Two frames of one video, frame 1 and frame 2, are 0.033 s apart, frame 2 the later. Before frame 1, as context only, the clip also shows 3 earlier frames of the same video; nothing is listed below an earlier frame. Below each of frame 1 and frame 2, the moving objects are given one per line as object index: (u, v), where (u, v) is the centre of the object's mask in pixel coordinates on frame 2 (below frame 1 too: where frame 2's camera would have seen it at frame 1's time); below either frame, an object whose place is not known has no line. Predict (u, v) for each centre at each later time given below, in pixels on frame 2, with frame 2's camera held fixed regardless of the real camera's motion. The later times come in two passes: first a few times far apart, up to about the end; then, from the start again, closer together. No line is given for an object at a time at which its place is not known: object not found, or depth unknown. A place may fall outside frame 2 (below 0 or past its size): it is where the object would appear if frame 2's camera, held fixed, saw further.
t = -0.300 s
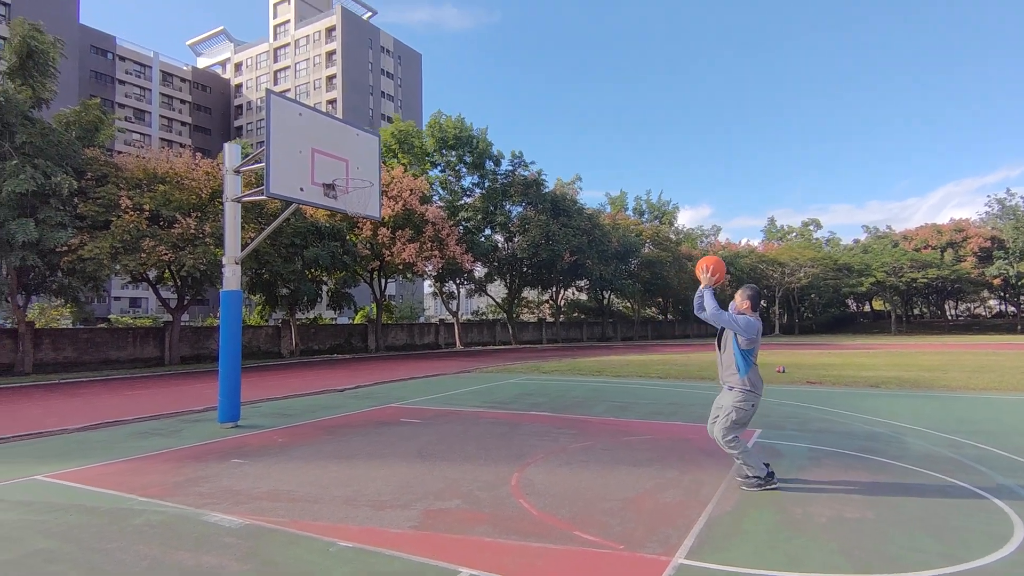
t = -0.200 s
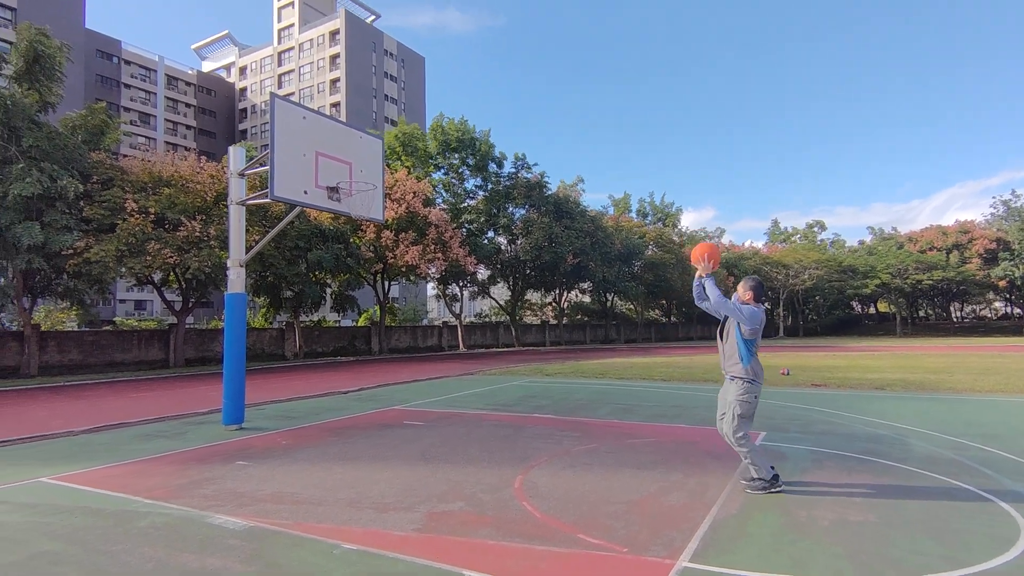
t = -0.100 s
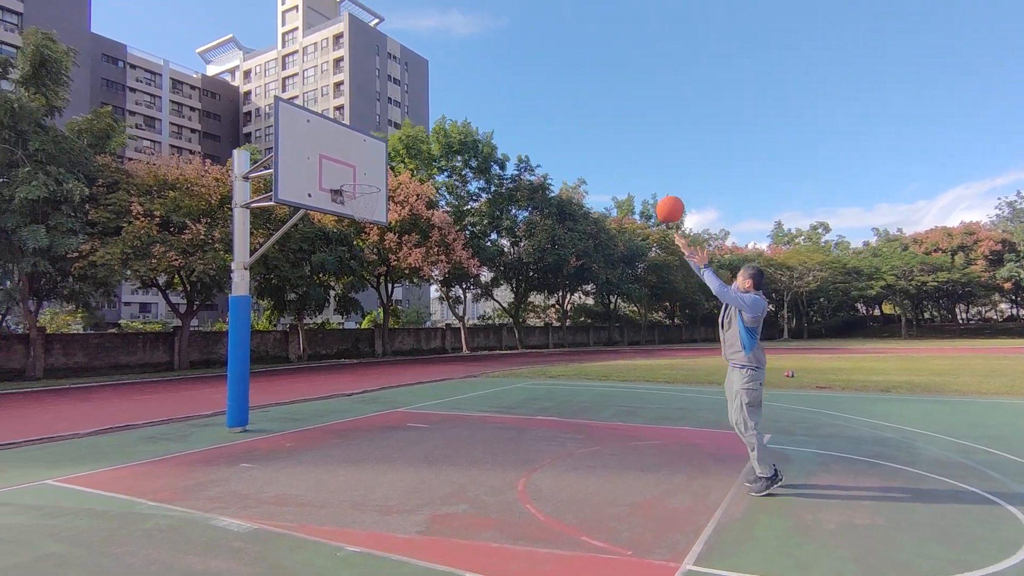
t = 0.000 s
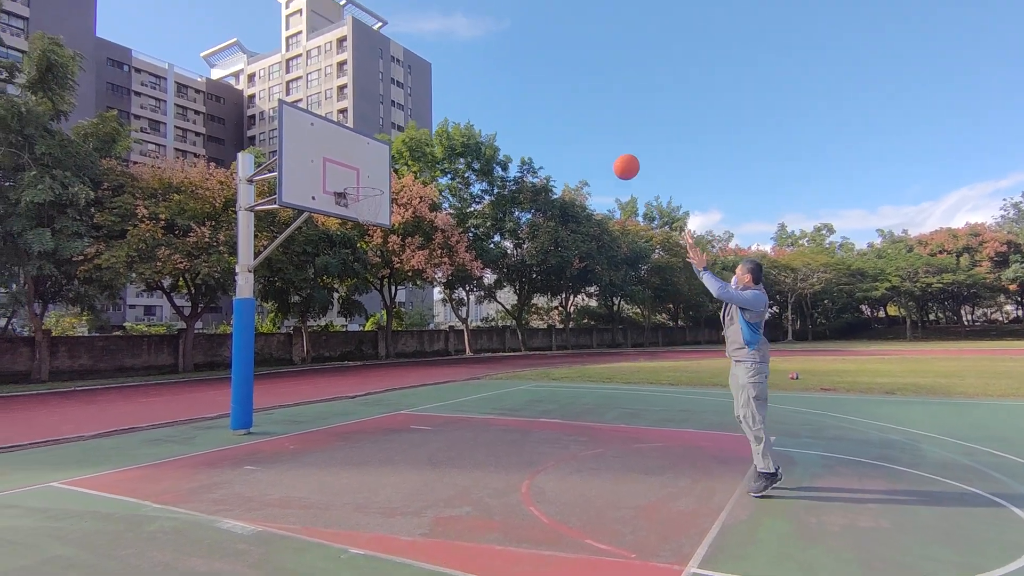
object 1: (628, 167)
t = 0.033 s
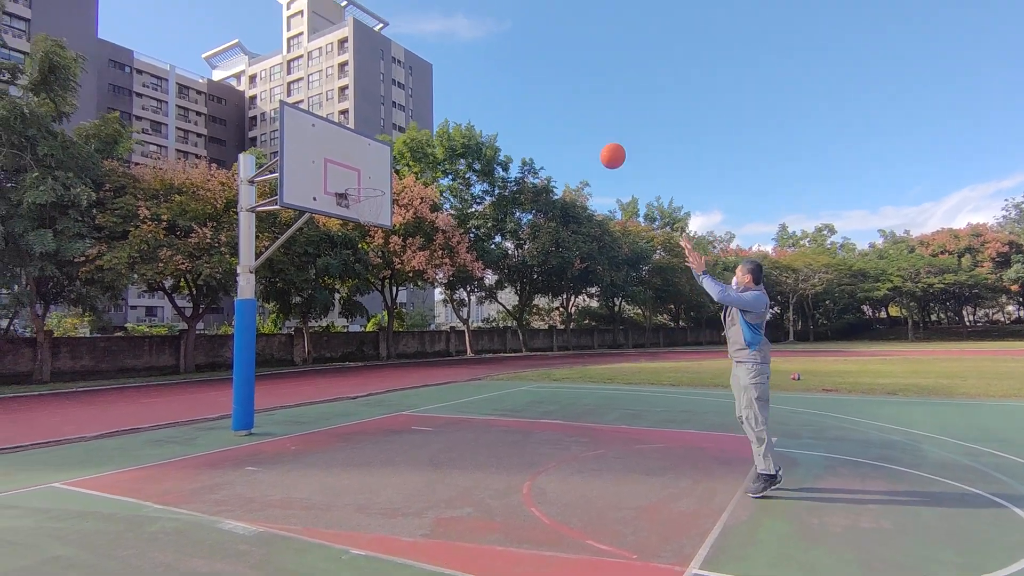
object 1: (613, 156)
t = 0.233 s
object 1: (534, 114)
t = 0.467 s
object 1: (458, 116)
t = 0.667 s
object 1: (404, 151)
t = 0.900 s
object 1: (366, 177)
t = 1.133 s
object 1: (359, 178)
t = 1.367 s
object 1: (375, 184)
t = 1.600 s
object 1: (358, 193)
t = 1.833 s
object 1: (366, 234)
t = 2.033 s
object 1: (374, 298)
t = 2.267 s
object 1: (382, 409)
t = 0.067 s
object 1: (599, 146)
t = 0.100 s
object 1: (585, 137)
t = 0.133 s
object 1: (572, 129)
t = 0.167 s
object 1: (559, 123)
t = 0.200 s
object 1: (546, 118)
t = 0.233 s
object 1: (534, 114)
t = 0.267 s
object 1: (523, 111)
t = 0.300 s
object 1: (511, 110)
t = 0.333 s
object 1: (500, 109)
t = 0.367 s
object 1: (489, 109)
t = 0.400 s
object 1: (478, 111)
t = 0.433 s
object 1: (468, 113)
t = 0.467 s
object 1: (458, 116)
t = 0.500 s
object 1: (449, 120)
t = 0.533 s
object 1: (439, 125)
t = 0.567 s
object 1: (430, 130)
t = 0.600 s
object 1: (422, 137)
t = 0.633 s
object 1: (413, 144)
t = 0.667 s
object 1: (404, 151)
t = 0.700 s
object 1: (396, 160)
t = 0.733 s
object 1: (388, 170)
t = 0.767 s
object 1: (380, 180)
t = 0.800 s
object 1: (376, 179)
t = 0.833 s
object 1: (373, 178)
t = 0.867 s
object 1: (369, 177)
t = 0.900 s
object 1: (366, 177)
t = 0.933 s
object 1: (363, 178)
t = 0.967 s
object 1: (359, 179)
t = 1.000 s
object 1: (356, 182)
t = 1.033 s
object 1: (353, 184)
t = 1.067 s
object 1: (353, 182)
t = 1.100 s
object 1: (356, 179)
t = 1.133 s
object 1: (359, 178)
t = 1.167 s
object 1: (362, 177)
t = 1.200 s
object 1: (365, 177)
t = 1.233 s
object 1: (367, 178)
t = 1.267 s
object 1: (371, 179)
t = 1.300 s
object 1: (373, 181)
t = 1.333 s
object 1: (377, 182)
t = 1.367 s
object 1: (375, 184)
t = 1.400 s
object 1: (372, 183)
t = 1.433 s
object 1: (369, 183)
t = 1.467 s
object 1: (366, 183)
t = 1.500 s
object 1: (363, 184)
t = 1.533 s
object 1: (360, 187)
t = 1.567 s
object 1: (357, 190)
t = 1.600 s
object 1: (358, 193)
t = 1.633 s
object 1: (359, 197)
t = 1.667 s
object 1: (360, 201)
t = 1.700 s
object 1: (361, 207)
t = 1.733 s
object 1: (362, 214)
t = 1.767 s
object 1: (364, 220)
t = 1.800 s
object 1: (365, 227)
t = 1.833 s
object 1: (366, 234)
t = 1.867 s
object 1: (367, 242)
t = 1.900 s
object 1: (369, 252)
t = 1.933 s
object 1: (370, 262)
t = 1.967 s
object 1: (371, 273)
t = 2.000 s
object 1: (372, 285)
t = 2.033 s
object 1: (374, 298)
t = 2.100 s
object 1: (377, 325)
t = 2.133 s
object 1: (378, 340)
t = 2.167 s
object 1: (379, 356)
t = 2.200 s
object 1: (380, 373)
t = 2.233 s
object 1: (381, 390)
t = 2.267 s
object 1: (382, 409)
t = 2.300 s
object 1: (383, 429)
